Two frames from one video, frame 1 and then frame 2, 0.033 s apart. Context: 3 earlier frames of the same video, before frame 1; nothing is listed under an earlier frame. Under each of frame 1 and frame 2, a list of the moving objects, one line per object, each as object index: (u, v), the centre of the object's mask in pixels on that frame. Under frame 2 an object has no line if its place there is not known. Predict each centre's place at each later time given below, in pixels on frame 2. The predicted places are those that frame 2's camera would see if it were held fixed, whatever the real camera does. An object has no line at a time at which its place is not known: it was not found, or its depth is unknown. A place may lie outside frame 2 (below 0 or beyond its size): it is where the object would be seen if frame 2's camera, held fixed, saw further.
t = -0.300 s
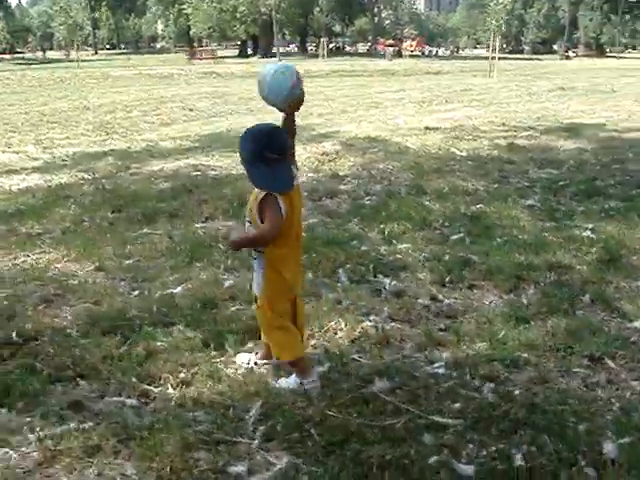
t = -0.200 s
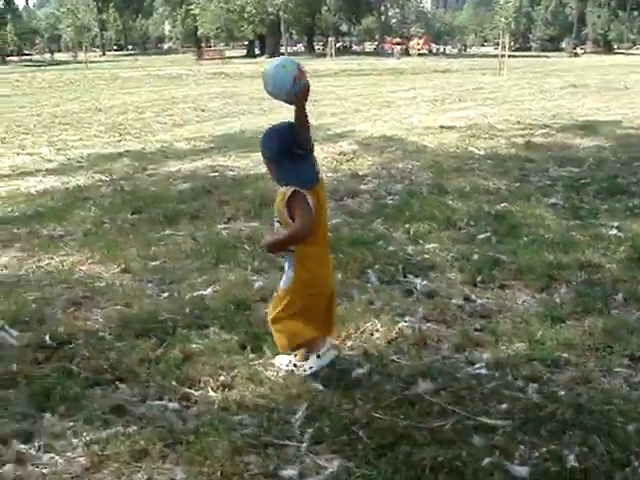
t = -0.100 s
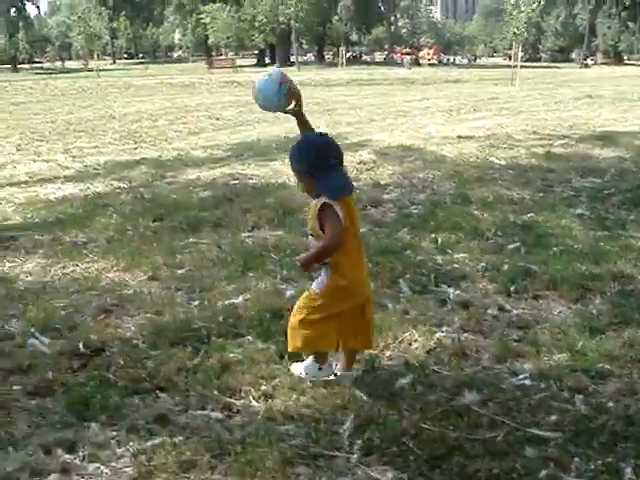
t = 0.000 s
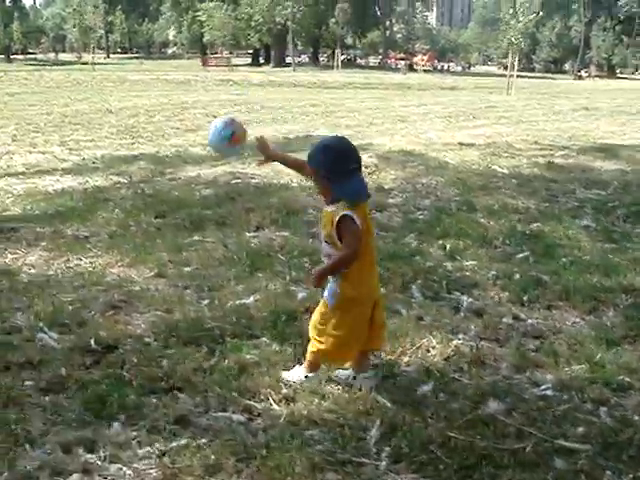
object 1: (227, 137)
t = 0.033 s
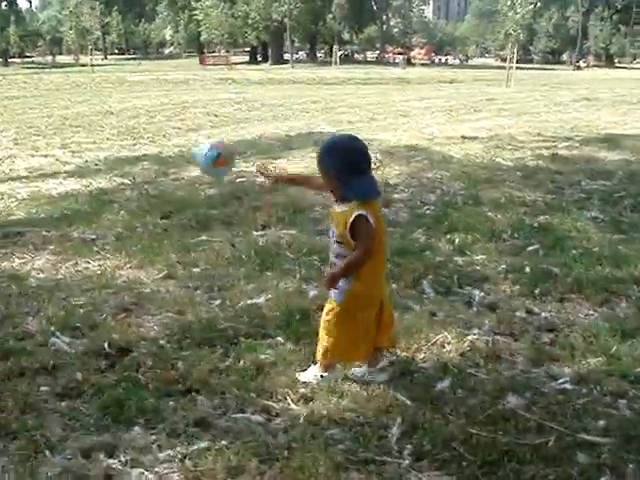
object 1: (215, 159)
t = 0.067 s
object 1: (200, 179)
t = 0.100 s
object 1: (187, 207)
